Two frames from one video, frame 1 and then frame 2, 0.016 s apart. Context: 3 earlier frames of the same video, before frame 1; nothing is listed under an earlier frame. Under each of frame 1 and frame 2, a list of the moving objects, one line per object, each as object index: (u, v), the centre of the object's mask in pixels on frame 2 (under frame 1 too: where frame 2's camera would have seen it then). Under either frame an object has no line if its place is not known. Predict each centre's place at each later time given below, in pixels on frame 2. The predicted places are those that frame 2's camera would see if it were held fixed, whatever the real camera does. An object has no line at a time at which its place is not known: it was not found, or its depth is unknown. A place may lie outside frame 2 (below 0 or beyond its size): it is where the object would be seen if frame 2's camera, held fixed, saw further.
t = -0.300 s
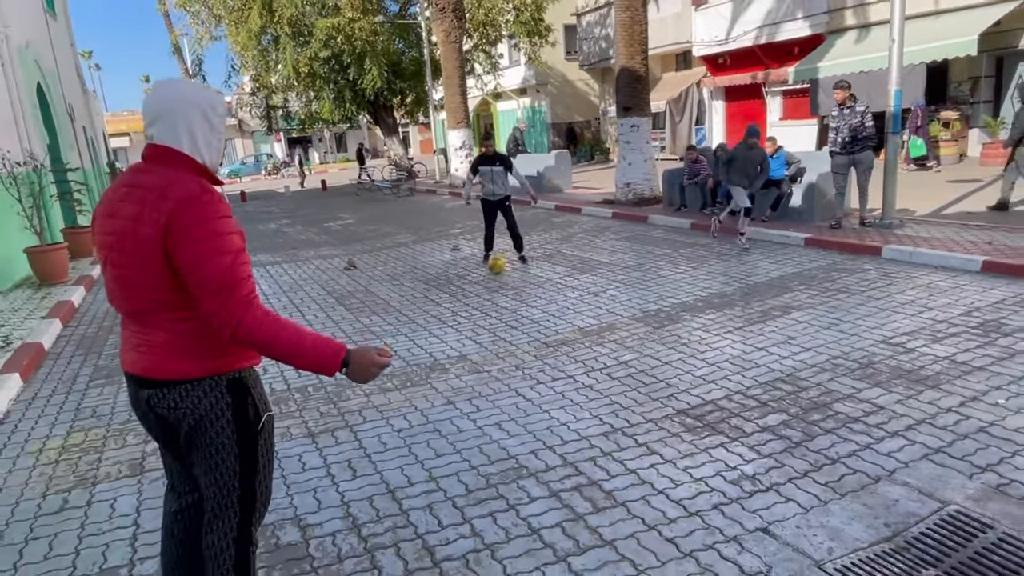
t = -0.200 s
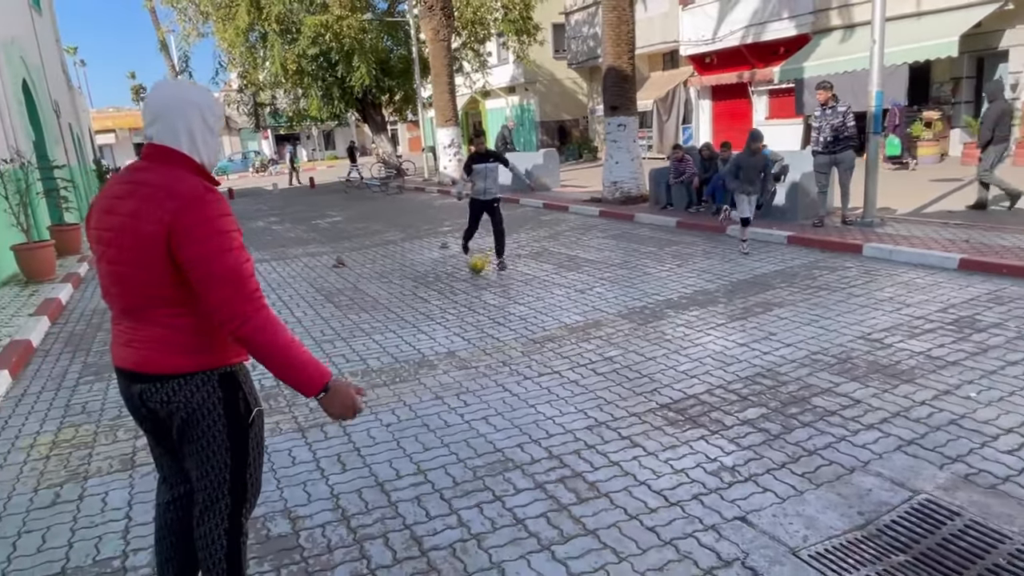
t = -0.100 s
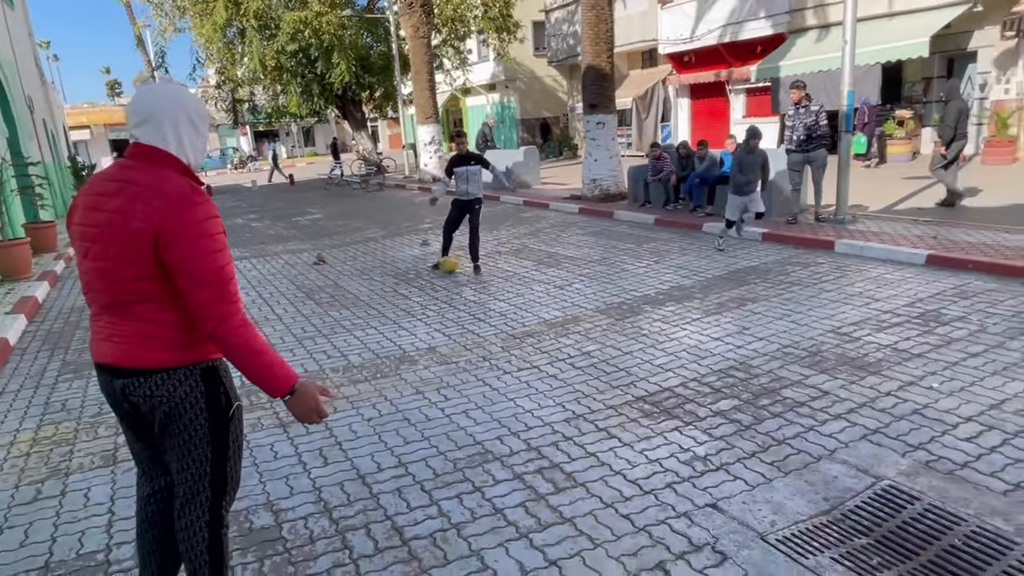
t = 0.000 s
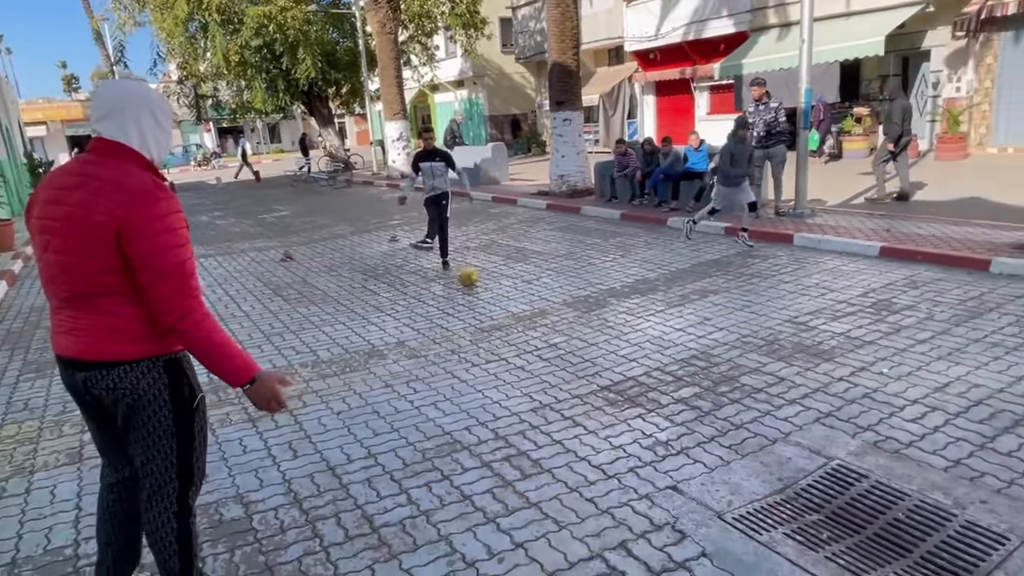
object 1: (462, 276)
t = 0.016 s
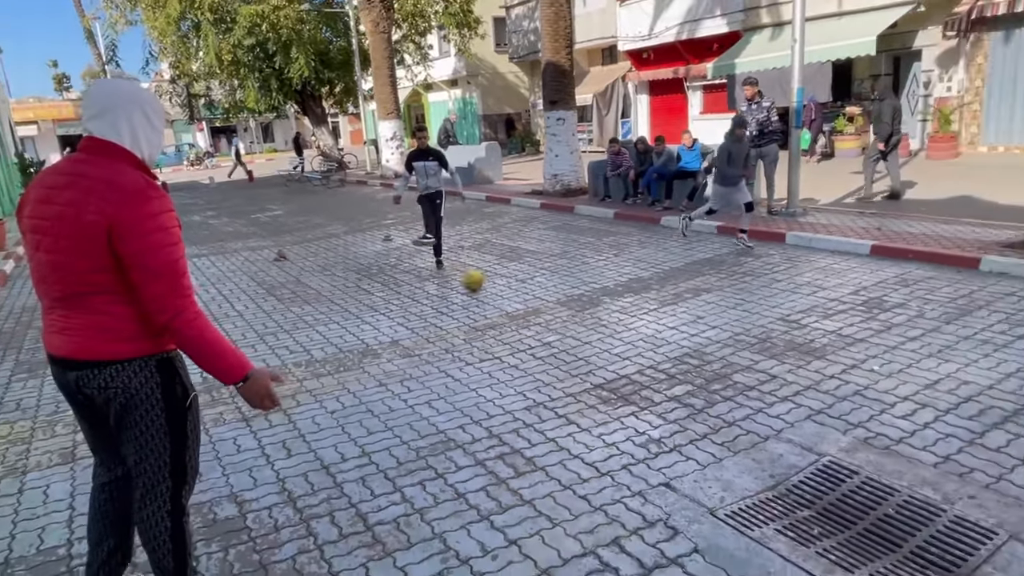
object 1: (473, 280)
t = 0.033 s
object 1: (484, 285)
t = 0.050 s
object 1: (497, 289)
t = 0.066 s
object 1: (510, 293)
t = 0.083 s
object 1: (525, 297)
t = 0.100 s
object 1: (537, 301)
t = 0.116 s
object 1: (553, 306)
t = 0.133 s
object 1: (570, 311)
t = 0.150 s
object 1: (586, 315)
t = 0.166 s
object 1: (603, 319)
